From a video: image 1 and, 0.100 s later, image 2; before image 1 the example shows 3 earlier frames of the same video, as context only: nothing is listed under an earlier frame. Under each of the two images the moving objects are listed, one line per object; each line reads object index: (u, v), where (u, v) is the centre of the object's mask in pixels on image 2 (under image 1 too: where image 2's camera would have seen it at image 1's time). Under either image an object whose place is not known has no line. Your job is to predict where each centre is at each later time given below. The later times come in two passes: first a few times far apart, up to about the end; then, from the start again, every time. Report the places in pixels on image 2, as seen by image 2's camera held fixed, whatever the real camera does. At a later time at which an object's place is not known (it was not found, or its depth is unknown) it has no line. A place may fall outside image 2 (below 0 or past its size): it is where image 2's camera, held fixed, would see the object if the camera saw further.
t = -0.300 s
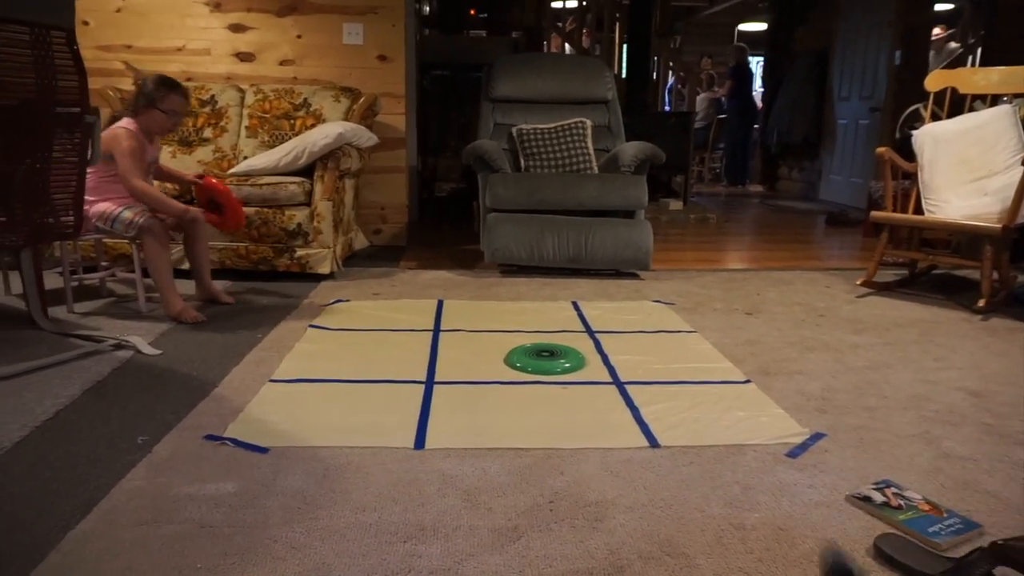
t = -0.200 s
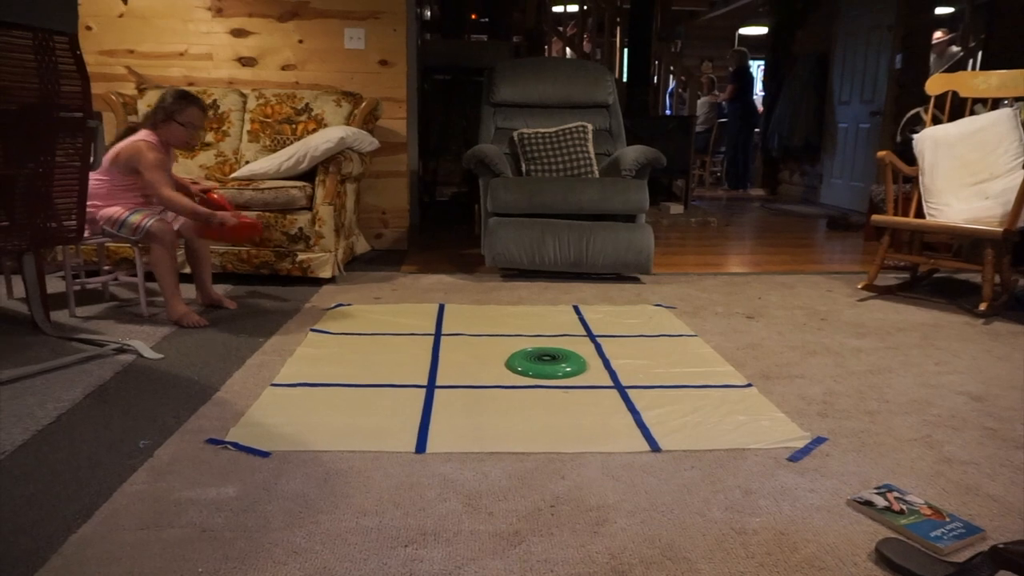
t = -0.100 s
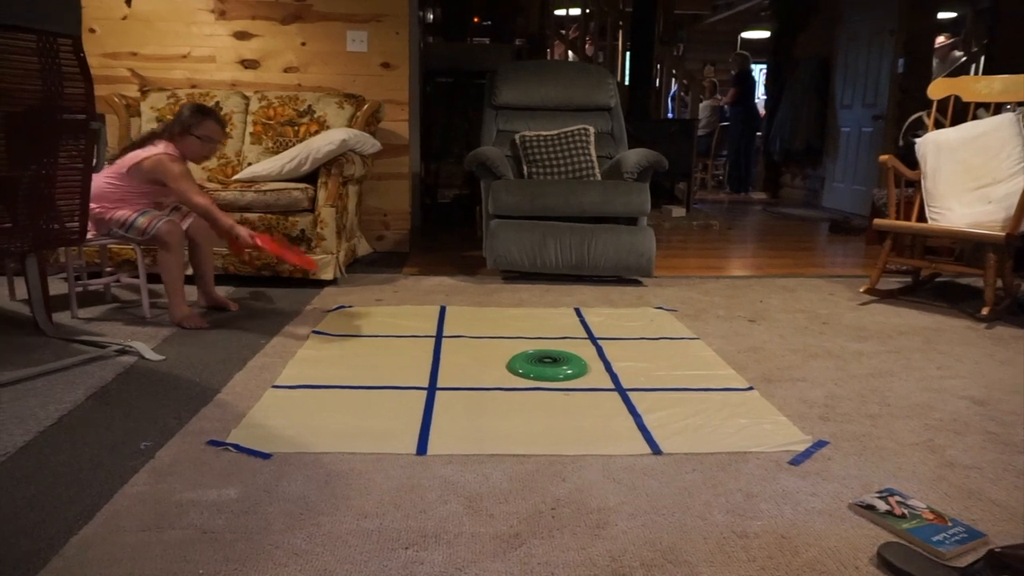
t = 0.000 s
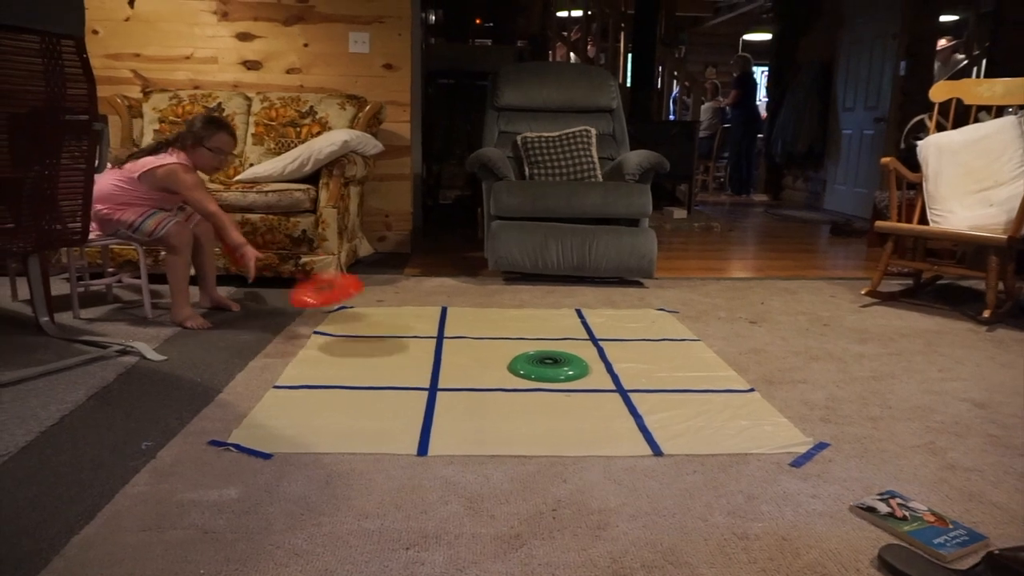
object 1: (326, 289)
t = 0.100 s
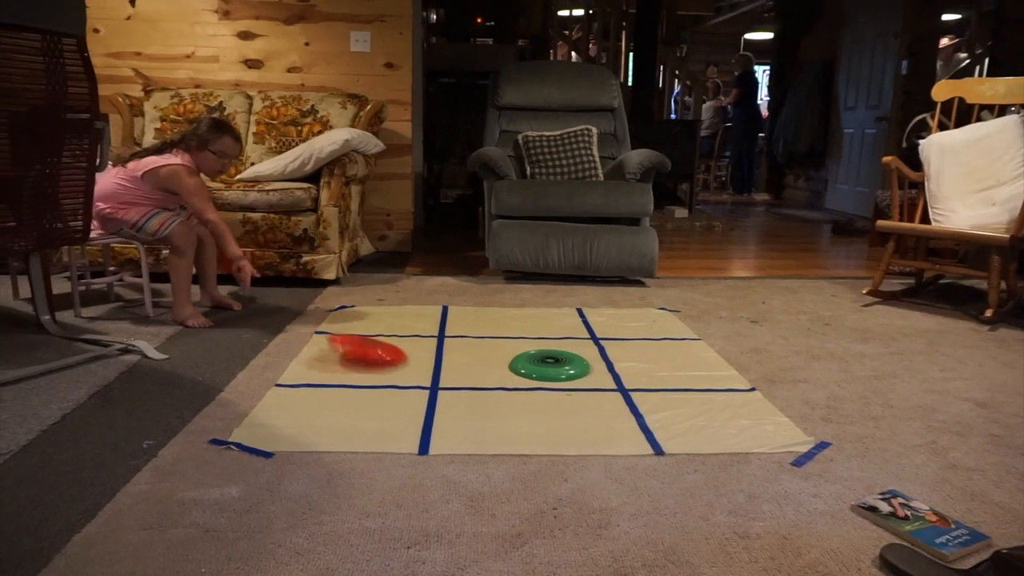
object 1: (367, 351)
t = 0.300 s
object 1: (406, 361)
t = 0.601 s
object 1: (413, 373)
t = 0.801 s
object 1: (412, 374)
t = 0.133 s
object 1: (378, 359)
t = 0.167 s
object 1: (384, 363)
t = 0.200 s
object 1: (390, 360)
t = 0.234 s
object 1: (395, 359)
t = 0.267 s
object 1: (400, 359)
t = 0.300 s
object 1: (406, 361)
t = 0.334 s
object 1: (410, 364)
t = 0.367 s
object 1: (412, 369)
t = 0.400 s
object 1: (412, 371)
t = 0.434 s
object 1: (413, 370)
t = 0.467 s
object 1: (414, 369)
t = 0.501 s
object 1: (413, 370)
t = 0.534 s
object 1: (411, 372)
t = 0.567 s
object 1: (411, 372)
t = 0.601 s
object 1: (413, 373)
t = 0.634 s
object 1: (412, 373)
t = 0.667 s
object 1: (411, 373)
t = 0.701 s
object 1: (412, 374)
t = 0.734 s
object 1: (412, 374)
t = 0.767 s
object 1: (412, 374)
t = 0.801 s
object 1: (412, 374)
